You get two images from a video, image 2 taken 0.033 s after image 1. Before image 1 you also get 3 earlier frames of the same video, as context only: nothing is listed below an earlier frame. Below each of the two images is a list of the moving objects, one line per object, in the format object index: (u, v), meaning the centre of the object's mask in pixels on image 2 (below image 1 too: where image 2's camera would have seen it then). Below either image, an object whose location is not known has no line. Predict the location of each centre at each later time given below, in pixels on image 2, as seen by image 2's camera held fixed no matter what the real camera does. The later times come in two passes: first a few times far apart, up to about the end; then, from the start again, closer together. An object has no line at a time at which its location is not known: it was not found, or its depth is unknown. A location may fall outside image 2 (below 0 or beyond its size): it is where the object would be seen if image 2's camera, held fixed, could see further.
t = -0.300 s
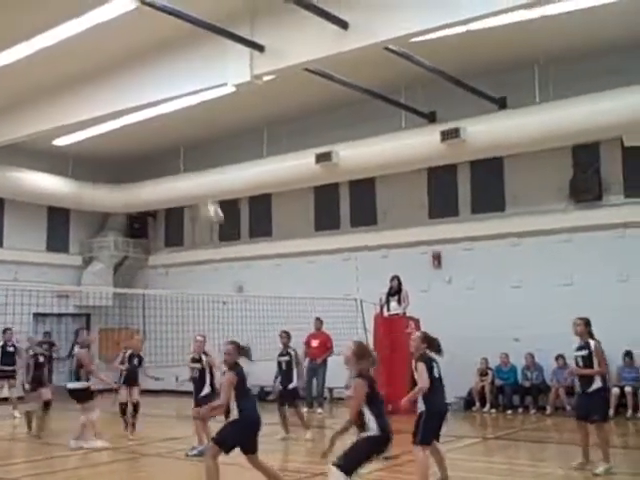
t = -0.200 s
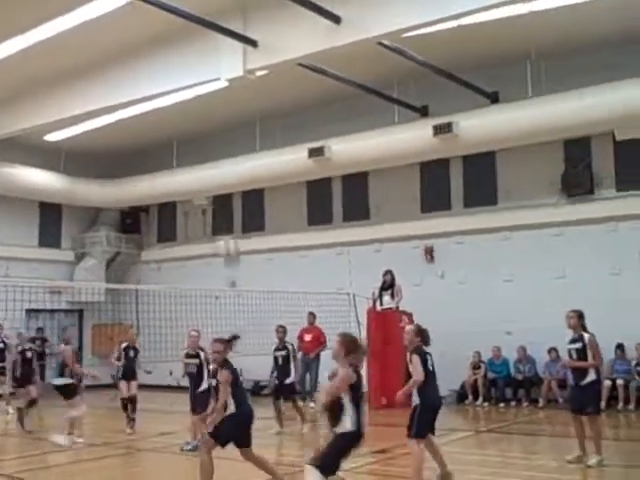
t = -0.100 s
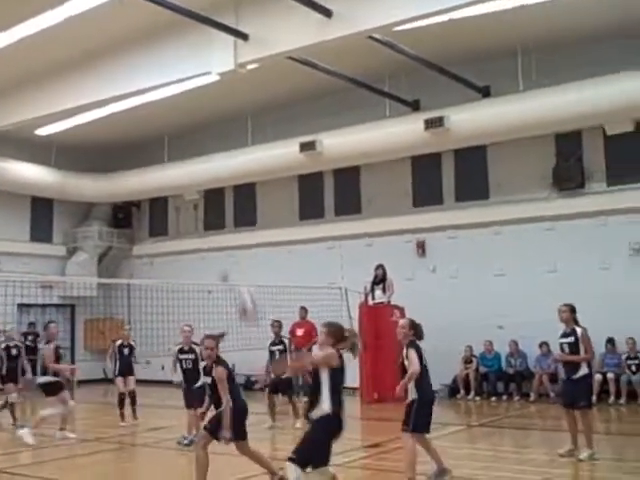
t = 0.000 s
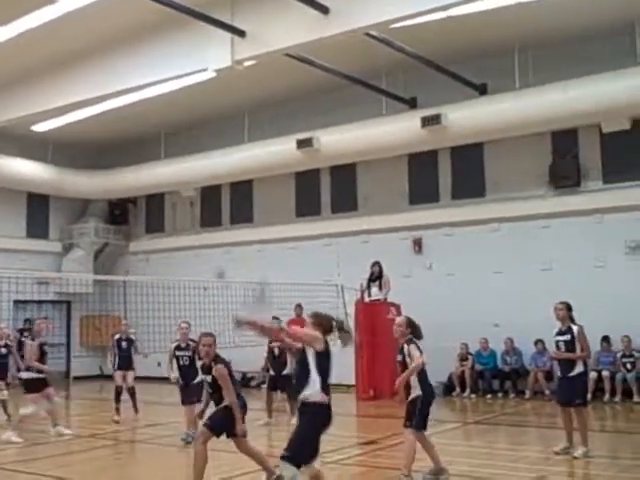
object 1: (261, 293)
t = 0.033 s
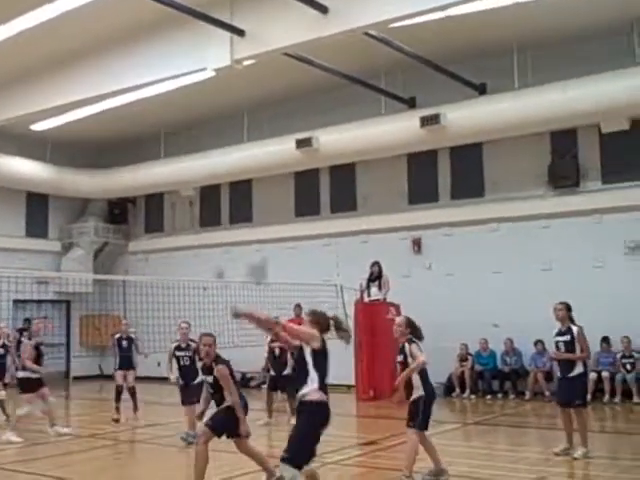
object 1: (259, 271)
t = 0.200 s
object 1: (257, 178)
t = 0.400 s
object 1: (257, 133)
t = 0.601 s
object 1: (261, 126)
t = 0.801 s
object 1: (261, 154)
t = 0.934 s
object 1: (263, 184)
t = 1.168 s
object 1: (264, 258)
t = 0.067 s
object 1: (255, 249)
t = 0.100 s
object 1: (257, 223)
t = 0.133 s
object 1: (257, 206)
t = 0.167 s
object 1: (259, 190)
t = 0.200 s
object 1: (257, 178)
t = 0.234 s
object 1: (256, 169)
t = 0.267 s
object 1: (255, 160)
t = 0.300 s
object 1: (257, 150)
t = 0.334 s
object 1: (256, 143)
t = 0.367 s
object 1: (257, 138)
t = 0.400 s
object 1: (257, 133)
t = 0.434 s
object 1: (258, 130)
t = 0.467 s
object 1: (258, 128)
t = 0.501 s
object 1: (260, 128)
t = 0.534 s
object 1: (260, 128)
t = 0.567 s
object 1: (261, 129)
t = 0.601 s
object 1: (261, 126)
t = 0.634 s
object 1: (262, 129)
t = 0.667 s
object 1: (261, 132)
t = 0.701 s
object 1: (260, 137)
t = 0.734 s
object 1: (260, 143)
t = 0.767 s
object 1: (260, 150)
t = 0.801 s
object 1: (261, 154)
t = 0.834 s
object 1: (261, 161)
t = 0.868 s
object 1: (262, 168)
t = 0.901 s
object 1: (264, 174)
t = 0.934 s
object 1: (263, 184)
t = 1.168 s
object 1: (264, 258)
